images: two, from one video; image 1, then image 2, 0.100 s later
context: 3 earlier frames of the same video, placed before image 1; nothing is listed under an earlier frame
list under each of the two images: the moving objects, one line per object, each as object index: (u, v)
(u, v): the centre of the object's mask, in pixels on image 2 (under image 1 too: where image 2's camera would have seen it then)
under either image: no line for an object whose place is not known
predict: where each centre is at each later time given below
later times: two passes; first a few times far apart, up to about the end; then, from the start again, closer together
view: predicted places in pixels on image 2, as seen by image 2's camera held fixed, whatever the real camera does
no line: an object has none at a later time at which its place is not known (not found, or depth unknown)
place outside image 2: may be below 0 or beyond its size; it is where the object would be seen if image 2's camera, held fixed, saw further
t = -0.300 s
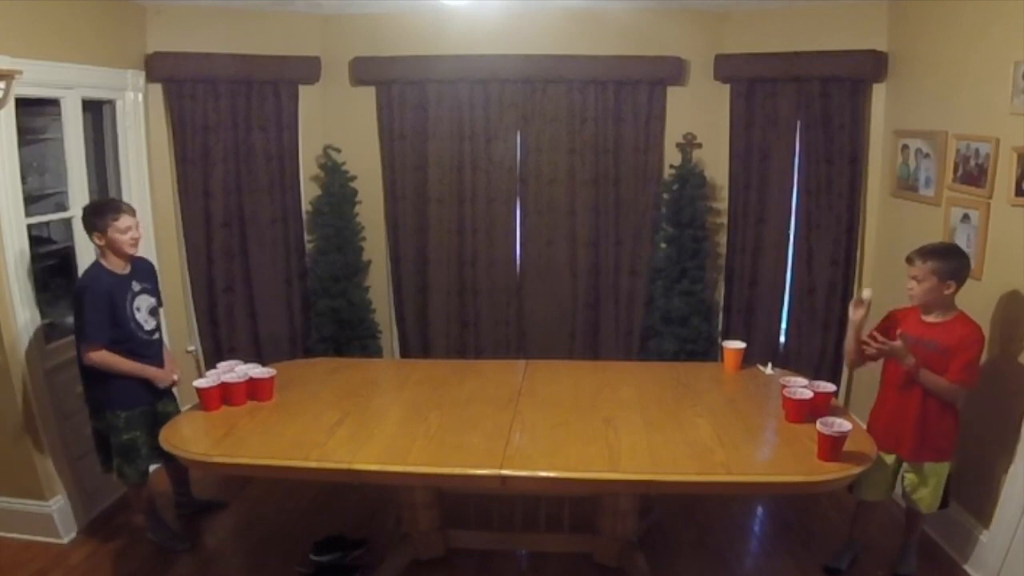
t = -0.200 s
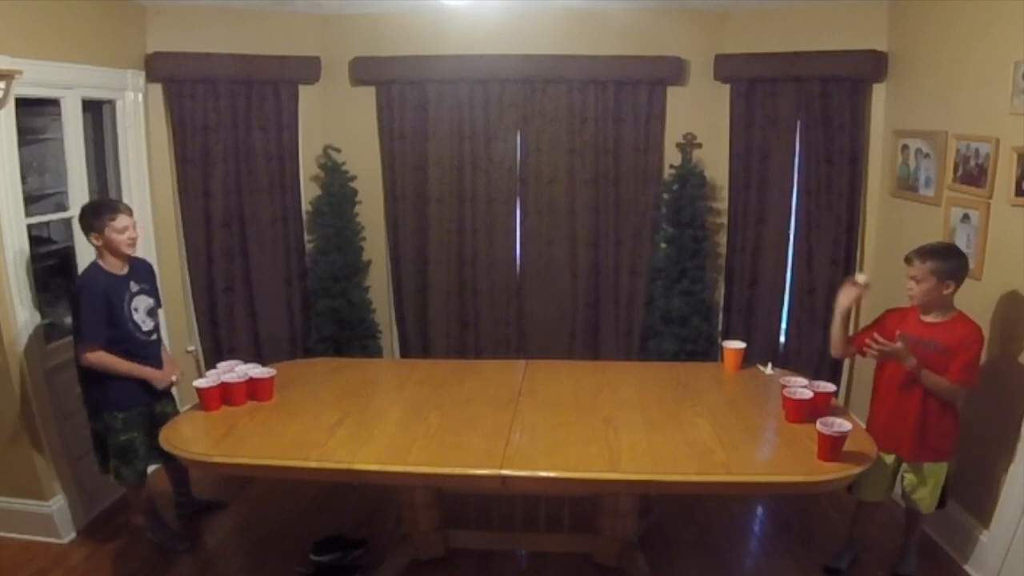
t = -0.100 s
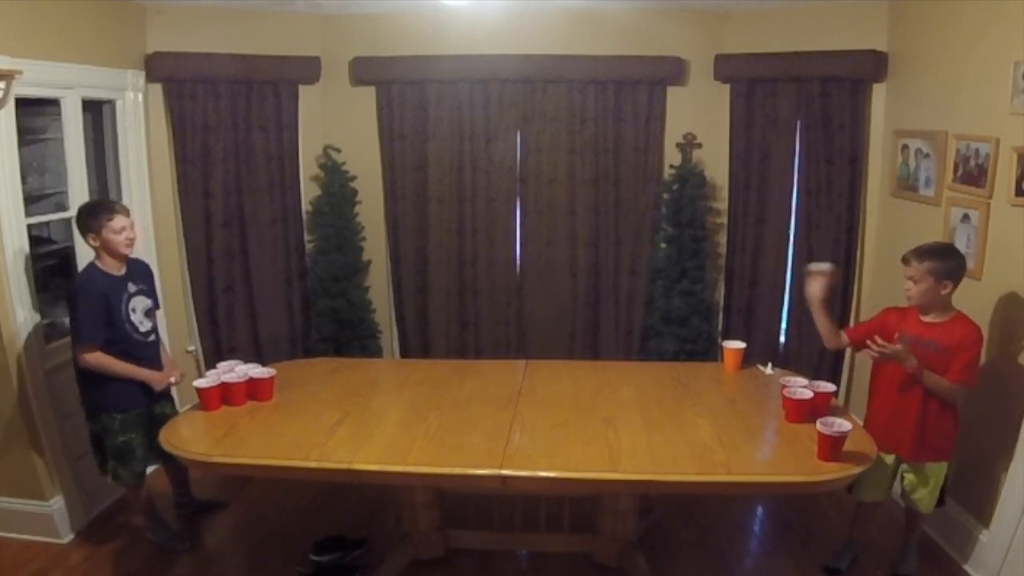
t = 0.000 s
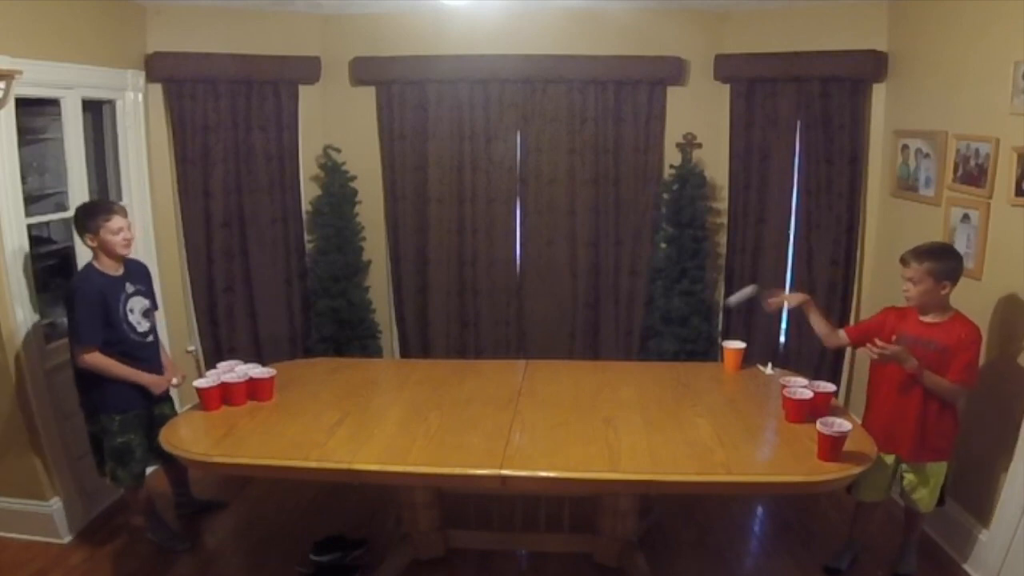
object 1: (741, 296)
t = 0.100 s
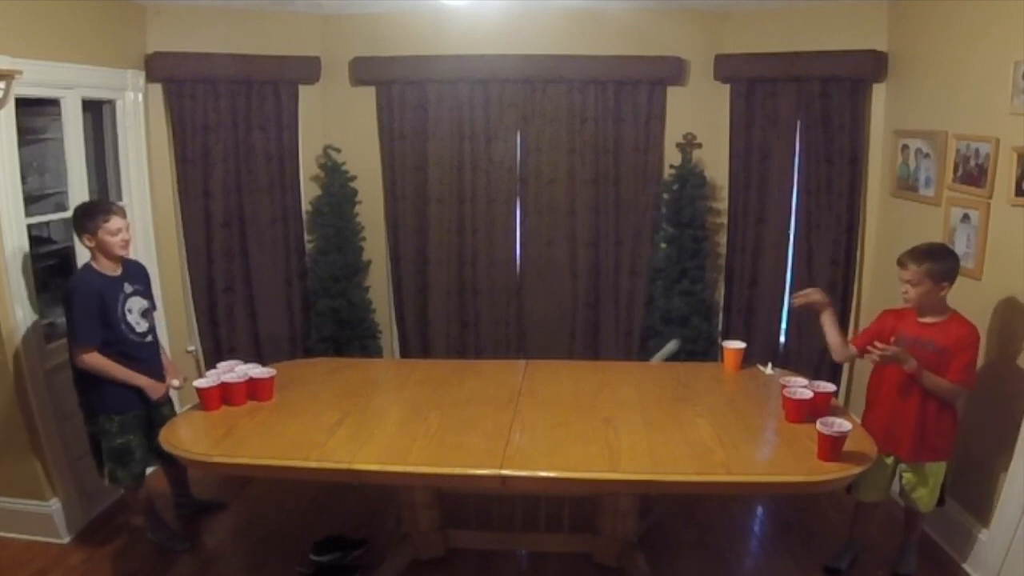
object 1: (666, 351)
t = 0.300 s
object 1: (566, 328)
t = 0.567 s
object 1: (468, 319)
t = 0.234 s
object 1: (592, 359)
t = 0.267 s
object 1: (580, 343)
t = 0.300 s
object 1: (566, 328)
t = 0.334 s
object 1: (554, 317)
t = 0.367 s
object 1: (542, 309)
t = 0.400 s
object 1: (529, 303)
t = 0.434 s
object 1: (516, 301)
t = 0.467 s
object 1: (504, 301)
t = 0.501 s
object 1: (492, 304)
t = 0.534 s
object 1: (480, 310)
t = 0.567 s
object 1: (468, 319)
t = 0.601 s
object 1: (457, 330)
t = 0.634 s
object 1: (446, 344)
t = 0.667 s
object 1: (437, 359)
